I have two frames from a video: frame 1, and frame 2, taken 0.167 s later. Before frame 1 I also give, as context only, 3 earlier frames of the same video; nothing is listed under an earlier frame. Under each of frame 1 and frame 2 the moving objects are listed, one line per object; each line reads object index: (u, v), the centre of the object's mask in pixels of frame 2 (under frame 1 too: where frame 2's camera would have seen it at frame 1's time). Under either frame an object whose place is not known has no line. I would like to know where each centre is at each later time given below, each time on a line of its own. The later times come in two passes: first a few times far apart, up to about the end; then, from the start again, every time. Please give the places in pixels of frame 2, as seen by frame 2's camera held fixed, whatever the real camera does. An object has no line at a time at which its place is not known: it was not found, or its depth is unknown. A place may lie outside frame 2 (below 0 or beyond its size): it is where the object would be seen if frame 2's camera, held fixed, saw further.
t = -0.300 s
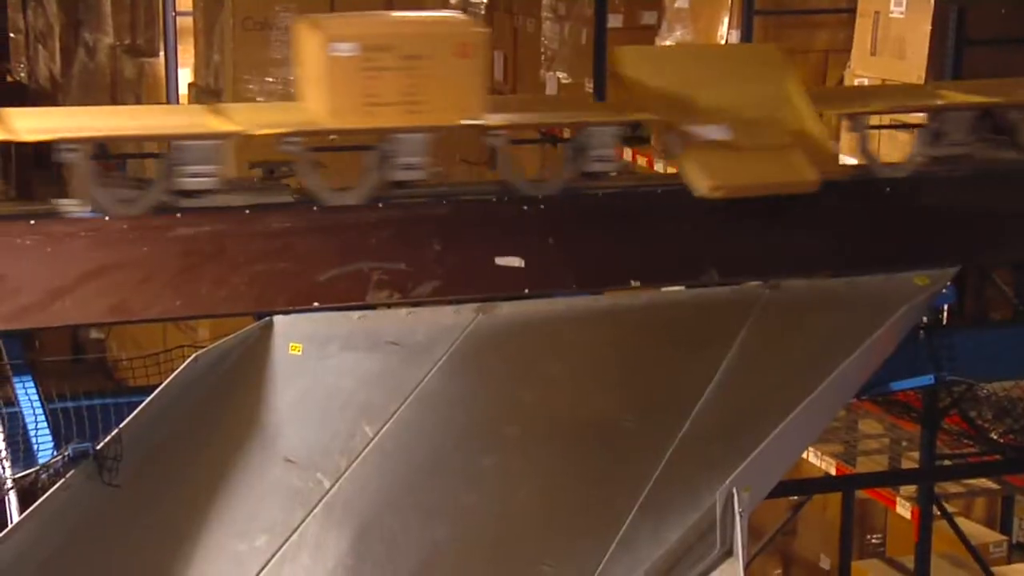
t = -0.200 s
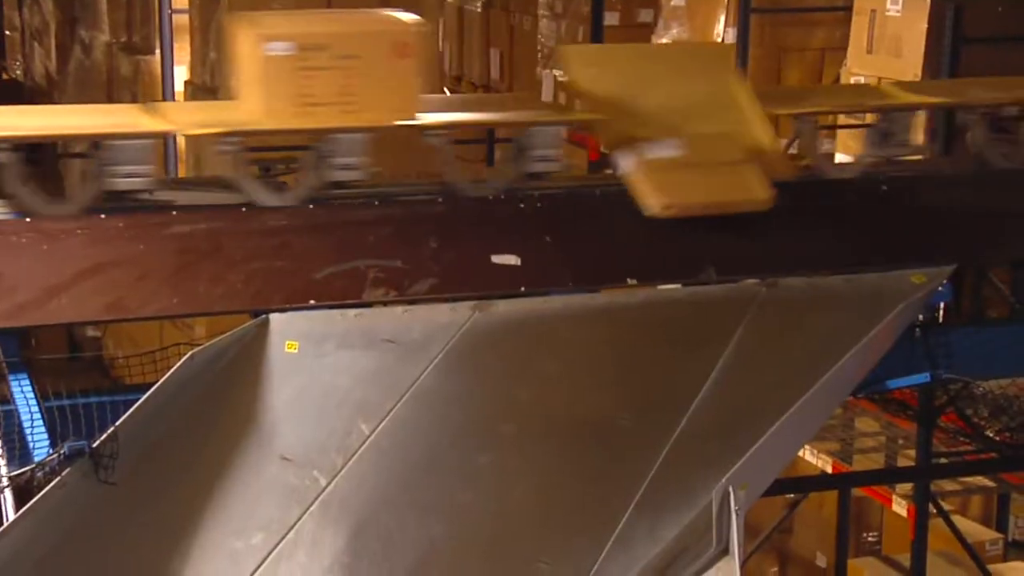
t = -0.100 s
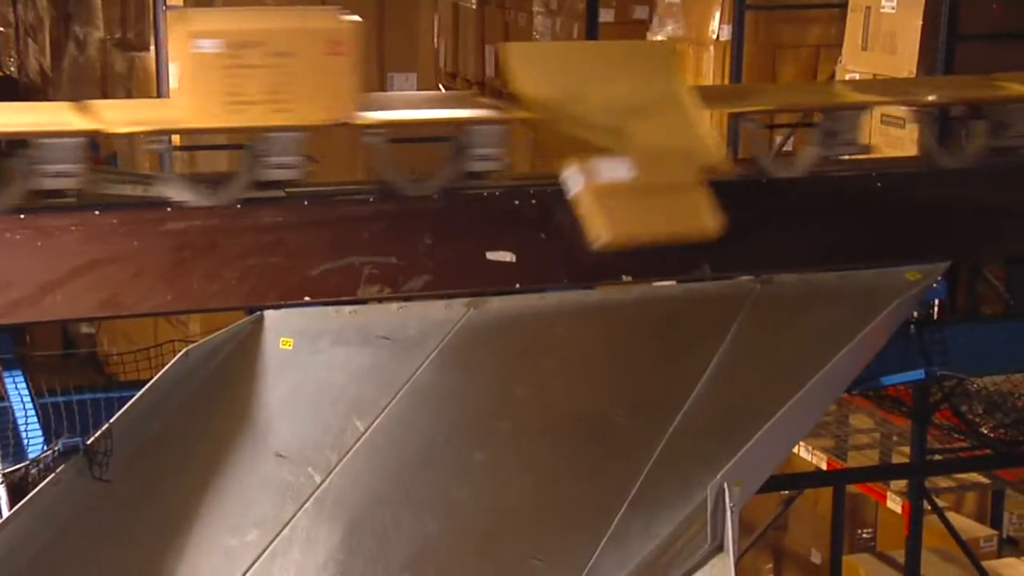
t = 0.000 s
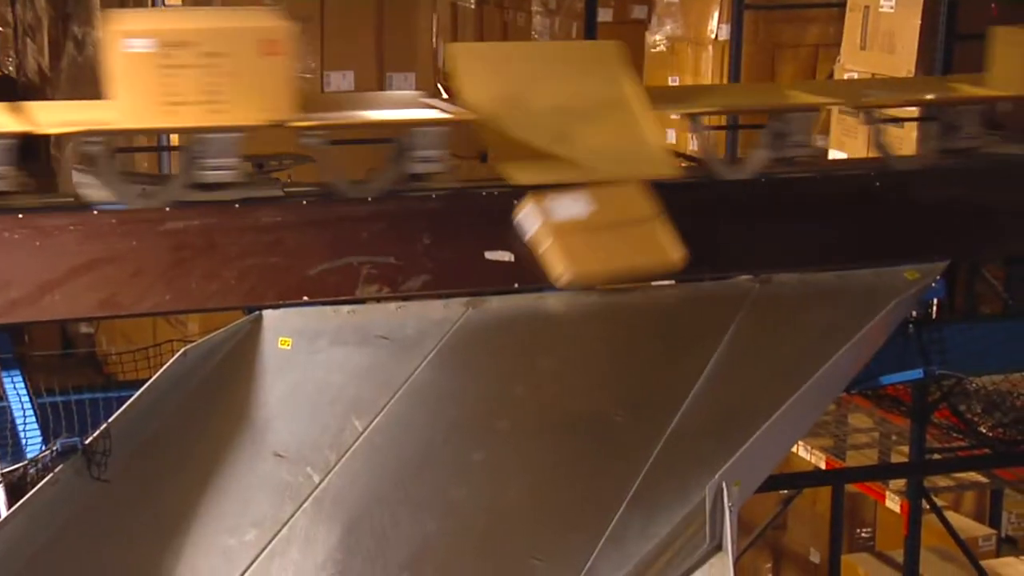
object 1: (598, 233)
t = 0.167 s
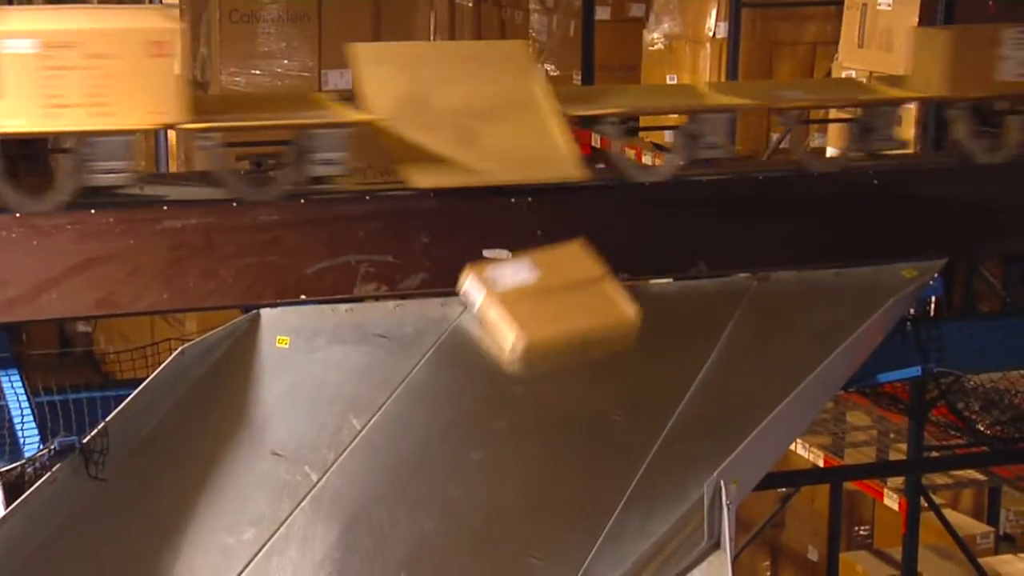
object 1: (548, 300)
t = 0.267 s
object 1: (526, 351)
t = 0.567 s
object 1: (494, 513)
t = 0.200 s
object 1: (541, 315)
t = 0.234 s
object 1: (533, 334)
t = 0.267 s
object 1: (526, 351)
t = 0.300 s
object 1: (522, 367)
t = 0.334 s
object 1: (517, 382)
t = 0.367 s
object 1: (512, 398)
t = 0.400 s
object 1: (508, 415)
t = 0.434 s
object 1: (504, 435)
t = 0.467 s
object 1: (501, 454)
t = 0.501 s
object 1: (499, 474)
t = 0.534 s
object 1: (497, 496)
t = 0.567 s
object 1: (494, 513)
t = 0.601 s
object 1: (493, 526)
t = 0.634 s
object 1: (491, 537)
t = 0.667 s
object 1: (490, 548)
